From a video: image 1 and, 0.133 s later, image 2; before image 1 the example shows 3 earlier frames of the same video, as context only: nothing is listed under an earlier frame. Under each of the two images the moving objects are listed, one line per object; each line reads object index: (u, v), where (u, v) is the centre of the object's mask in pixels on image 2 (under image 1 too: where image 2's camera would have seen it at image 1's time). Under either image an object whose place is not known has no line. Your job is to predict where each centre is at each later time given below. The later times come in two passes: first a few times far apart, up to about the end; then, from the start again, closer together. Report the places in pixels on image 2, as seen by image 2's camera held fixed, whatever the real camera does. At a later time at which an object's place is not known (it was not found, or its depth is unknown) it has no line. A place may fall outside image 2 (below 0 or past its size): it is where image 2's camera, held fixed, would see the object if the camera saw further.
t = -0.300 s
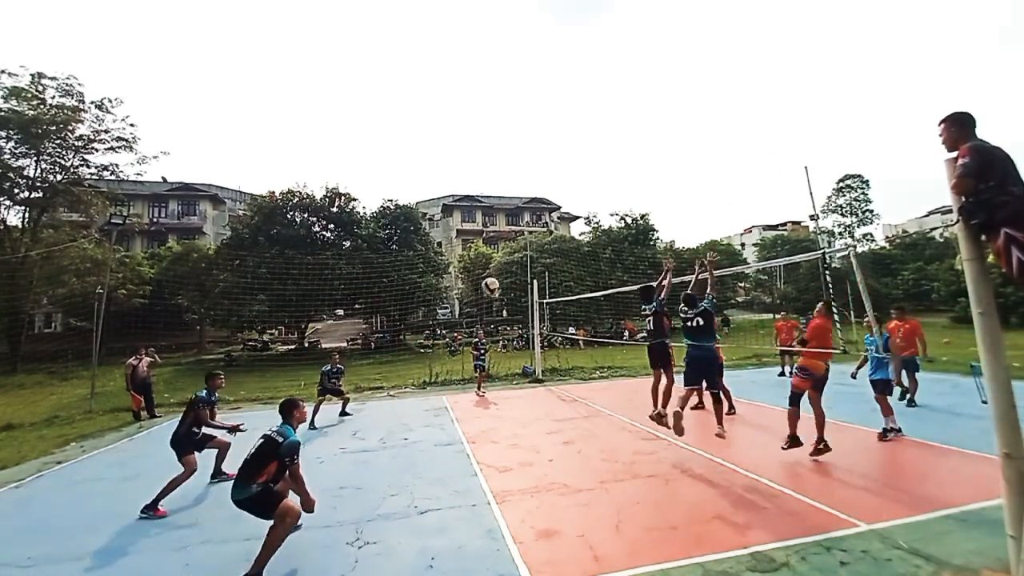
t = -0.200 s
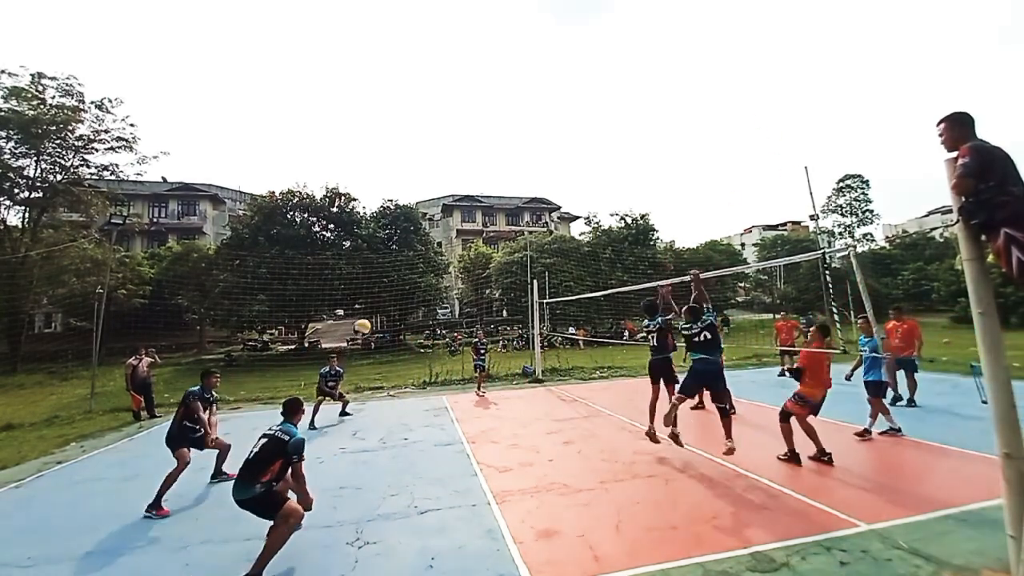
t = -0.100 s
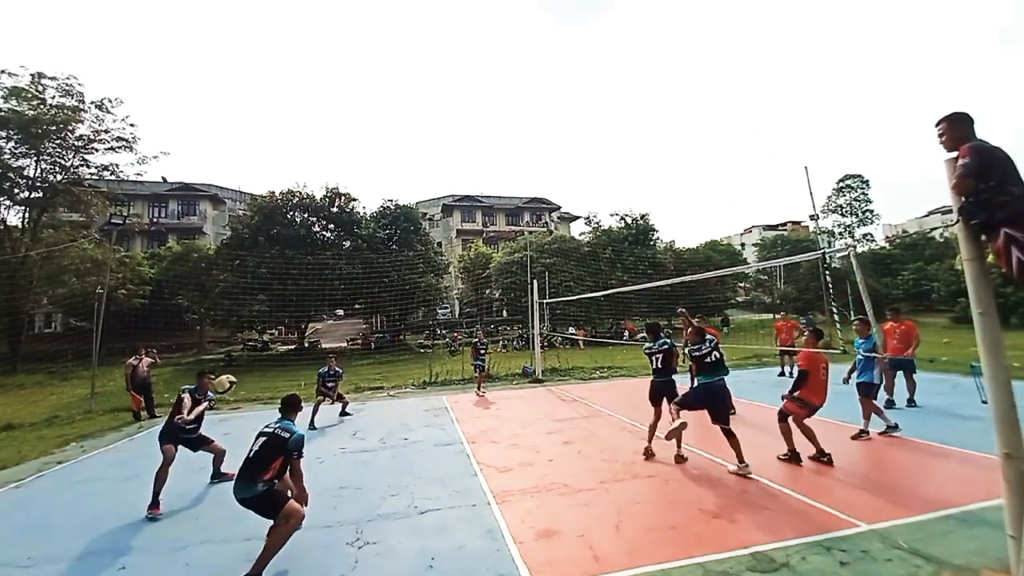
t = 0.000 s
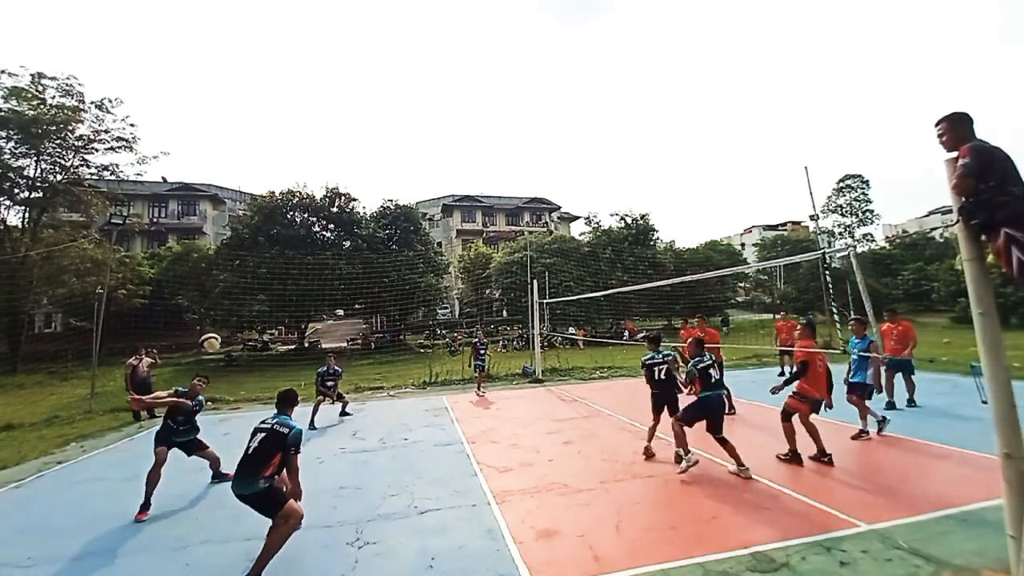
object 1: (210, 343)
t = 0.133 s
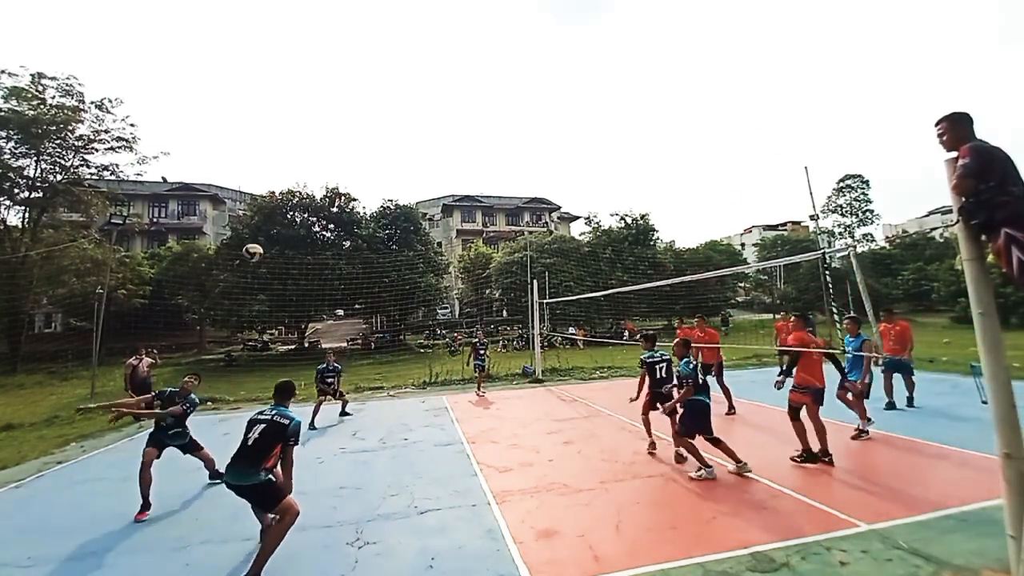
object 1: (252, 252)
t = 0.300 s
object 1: (298, 172)
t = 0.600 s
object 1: (364, 95)
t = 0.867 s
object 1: (413, 85)
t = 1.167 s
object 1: (462, 123)
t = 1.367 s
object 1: (492, 173)
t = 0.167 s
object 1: (262, 233)
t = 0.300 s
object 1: (298, 172)
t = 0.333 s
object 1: (306, 159)
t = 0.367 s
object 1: (314, 148)
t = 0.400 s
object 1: (321, 137)
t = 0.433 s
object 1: (329, 128)
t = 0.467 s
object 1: (336, 120)
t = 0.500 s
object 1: (343, 112)
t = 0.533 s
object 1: (351, 106)
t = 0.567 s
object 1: (358, 100)
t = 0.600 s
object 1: (364, 95)
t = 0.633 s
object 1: (371, 91)
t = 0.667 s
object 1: (377, 88)
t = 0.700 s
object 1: (383, 86)
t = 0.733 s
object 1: (390, 84)
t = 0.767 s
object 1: (396, 83)
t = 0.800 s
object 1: (402, 83)
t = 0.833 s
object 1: (408, 84)
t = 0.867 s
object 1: (413, 85)
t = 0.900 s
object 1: (419, 87)
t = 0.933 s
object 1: (425, 89)
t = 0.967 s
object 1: (430, 92)
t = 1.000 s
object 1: (435, 96)
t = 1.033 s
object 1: (441, 100)
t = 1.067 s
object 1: (446, 105)
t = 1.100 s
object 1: (452, 111)
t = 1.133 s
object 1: (457, 116)
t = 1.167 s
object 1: (462, 123)
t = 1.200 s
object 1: (467, 130)
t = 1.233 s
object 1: (472, 138)
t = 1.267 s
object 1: (477, 146)
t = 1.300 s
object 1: (482, 154)
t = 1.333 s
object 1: (487, 163)
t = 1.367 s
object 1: (492, 173)
